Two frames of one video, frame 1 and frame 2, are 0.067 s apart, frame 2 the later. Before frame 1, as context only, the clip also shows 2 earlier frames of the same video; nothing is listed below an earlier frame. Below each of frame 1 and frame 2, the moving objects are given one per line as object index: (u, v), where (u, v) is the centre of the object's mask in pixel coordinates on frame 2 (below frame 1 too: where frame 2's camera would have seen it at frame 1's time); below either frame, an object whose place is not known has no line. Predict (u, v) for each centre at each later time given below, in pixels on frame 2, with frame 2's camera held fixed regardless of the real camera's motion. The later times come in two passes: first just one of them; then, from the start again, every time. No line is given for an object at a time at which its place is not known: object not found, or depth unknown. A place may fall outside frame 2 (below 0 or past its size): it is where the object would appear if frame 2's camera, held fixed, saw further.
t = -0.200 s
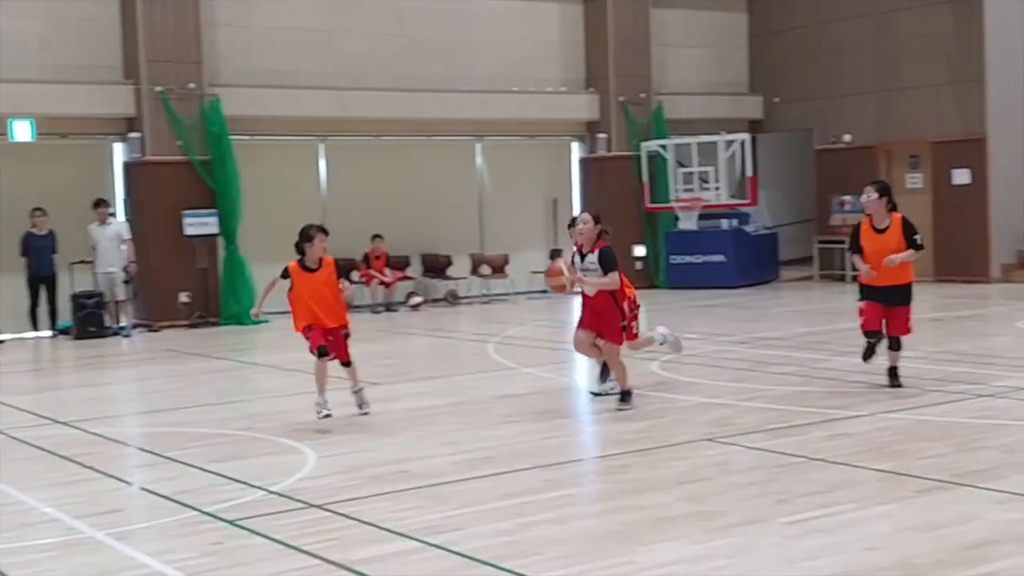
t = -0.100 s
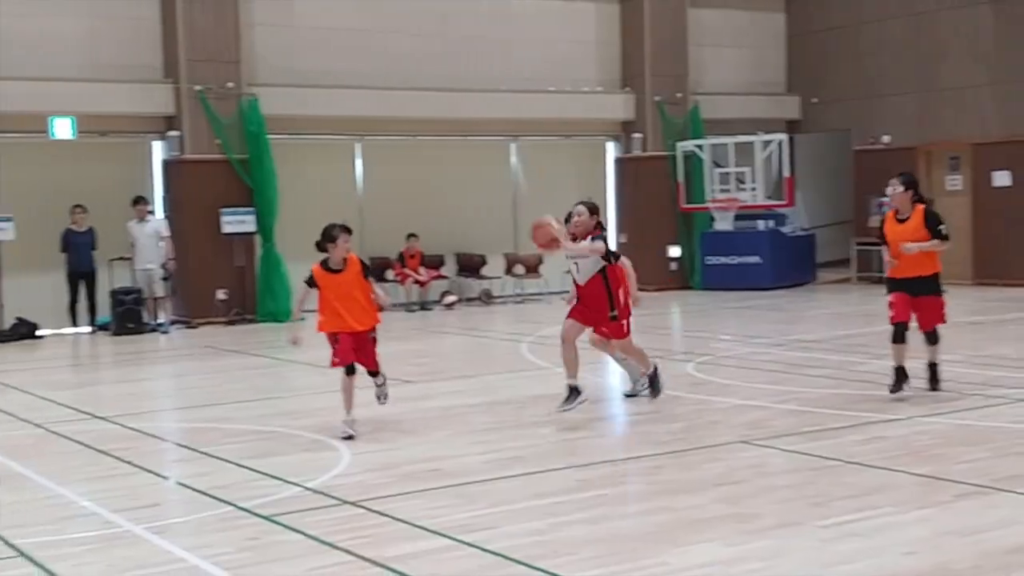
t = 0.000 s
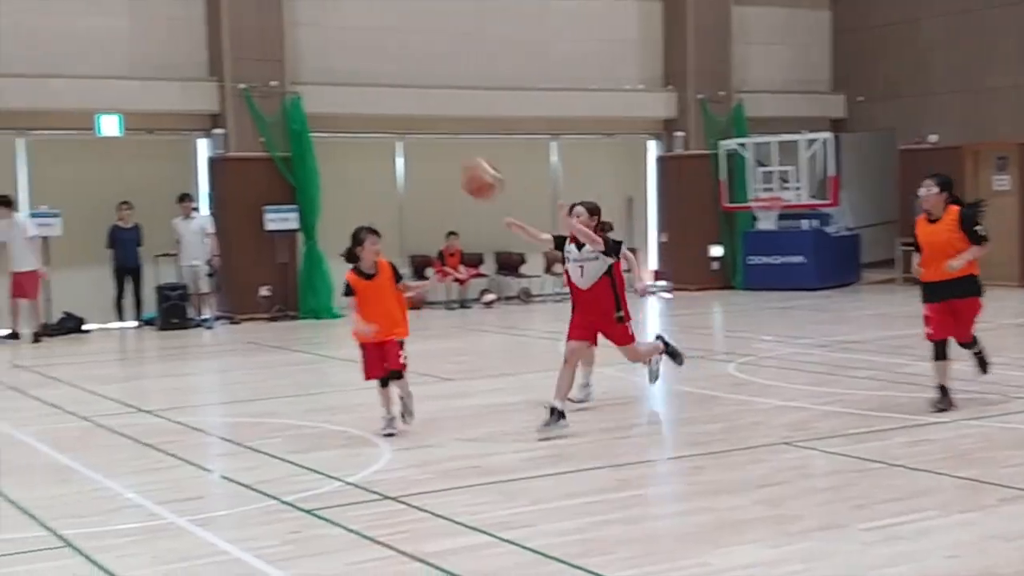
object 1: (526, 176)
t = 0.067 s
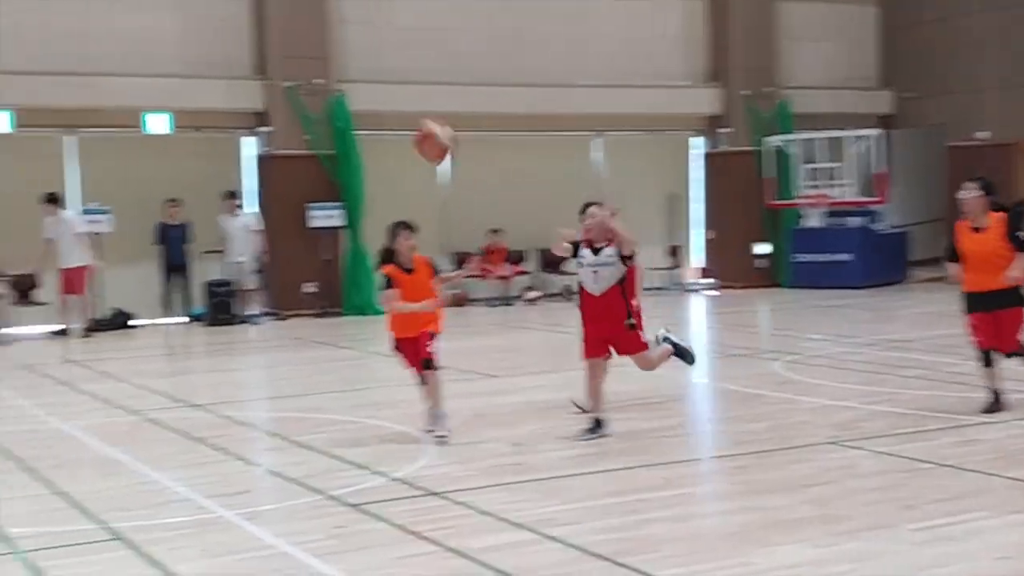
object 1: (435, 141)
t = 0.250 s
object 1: (125, 61)
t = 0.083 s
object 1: (410, 132)
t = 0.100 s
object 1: (386, 124)
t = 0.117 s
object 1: (360, 114)
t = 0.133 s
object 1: (332, 107)
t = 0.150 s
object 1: (306, 101)
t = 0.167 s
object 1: (277, 93)
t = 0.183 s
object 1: (249, 87)
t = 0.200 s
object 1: (218, 79)
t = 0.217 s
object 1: (188, 72)
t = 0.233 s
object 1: (157, 66)
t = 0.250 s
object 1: (125, 61)
